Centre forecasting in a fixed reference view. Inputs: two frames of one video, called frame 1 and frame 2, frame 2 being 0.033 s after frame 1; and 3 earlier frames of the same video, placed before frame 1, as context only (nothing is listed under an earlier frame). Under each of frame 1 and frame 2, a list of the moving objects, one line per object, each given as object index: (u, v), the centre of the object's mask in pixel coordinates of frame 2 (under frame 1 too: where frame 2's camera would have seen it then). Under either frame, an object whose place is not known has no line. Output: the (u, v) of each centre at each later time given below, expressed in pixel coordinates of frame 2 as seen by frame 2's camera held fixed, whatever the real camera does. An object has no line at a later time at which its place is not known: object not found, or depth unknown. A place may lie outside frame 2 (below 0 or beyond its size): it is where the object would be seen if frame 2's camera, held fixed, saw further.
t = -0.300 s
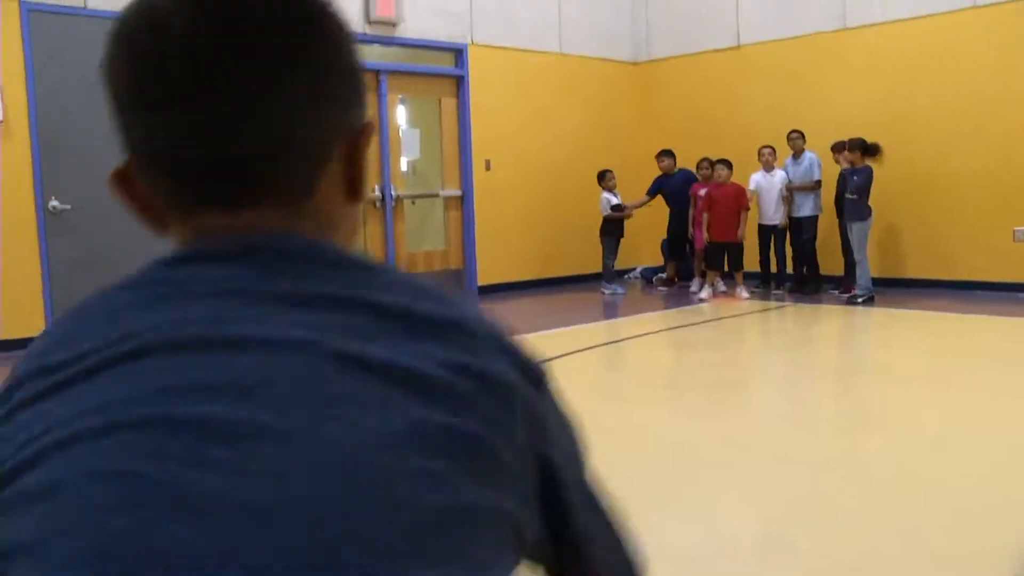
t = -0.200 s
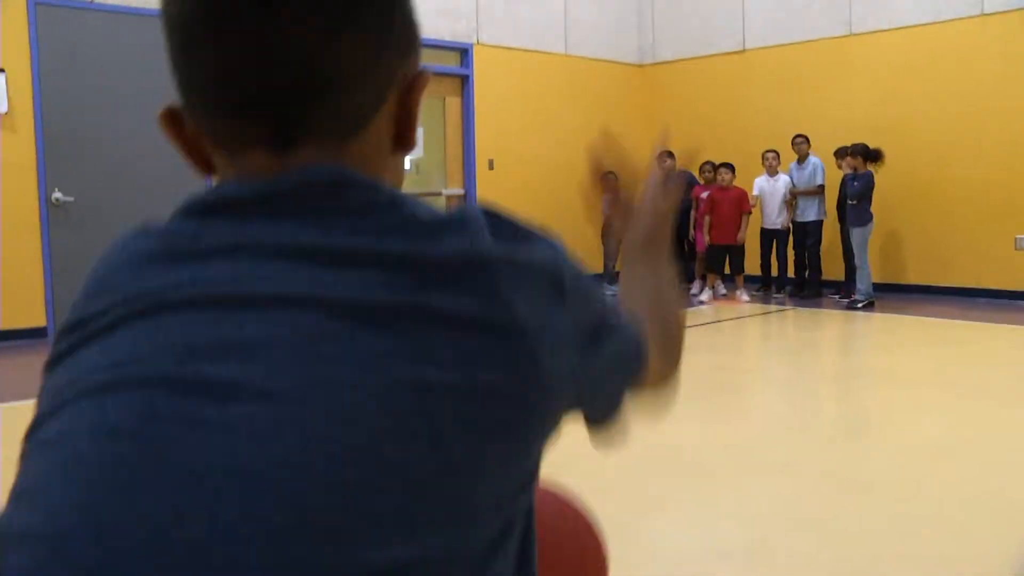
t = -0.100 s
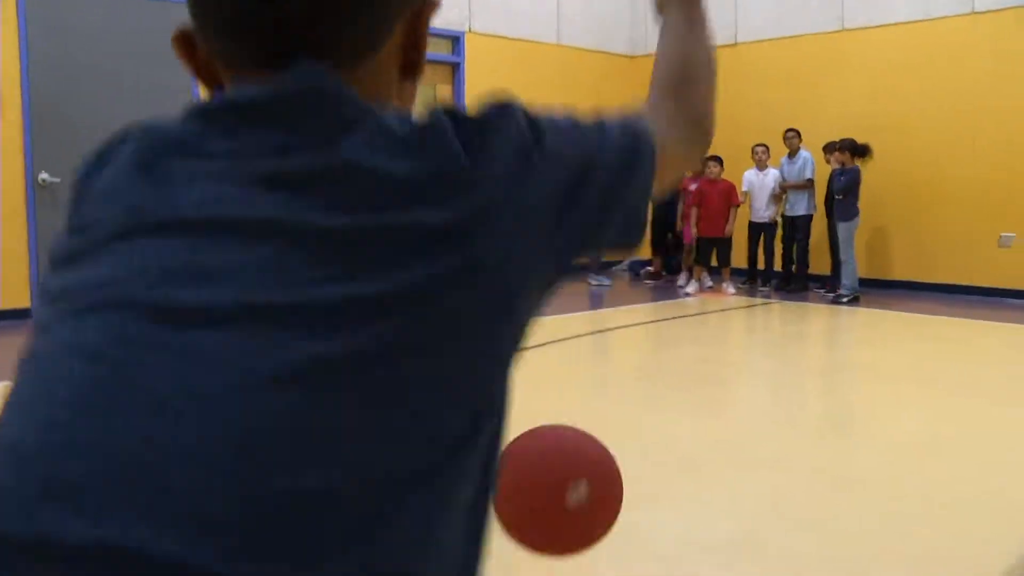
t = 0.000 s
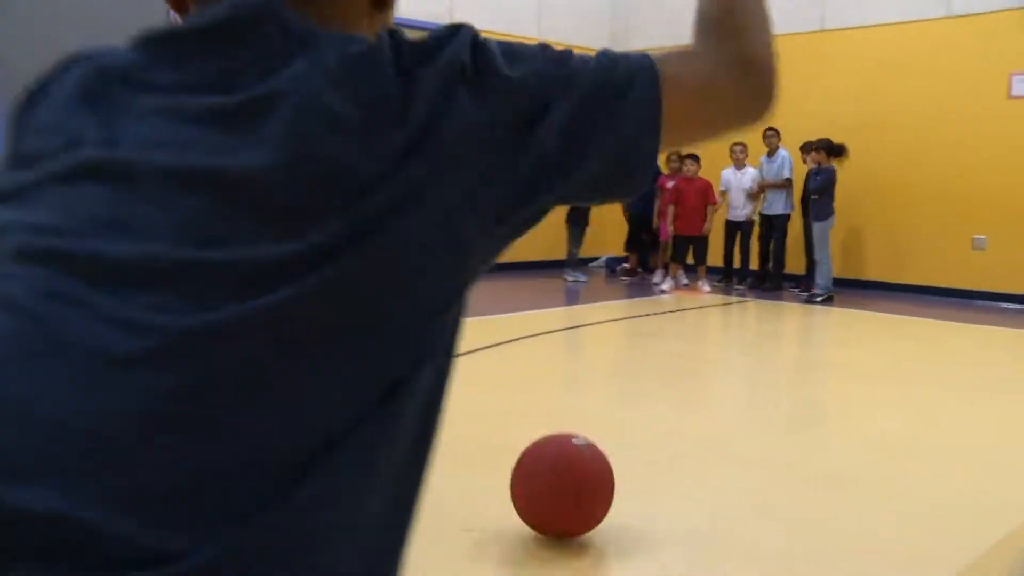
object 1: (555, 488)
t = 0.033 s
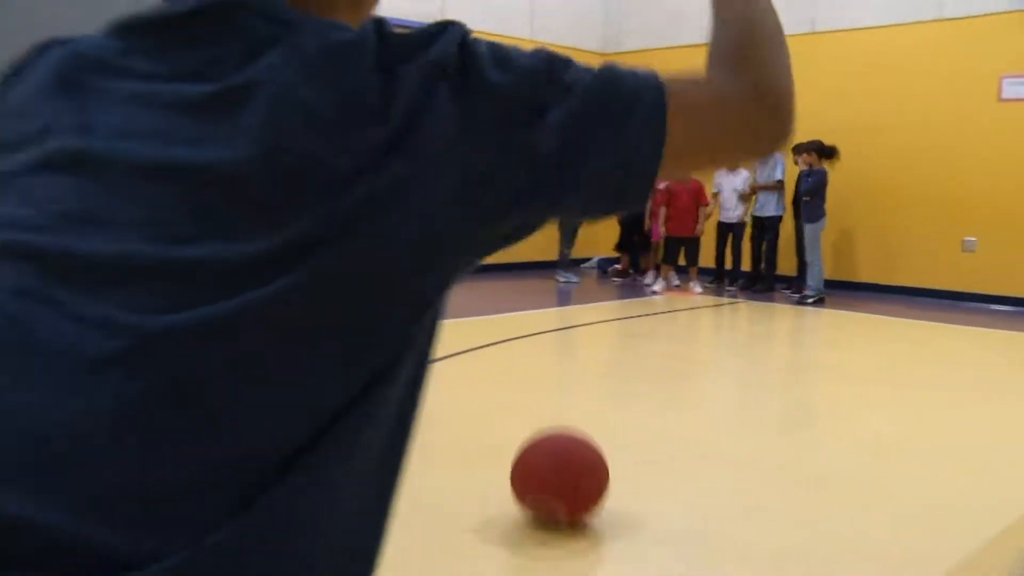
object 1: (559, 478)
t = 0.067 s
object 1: (563, 432)
